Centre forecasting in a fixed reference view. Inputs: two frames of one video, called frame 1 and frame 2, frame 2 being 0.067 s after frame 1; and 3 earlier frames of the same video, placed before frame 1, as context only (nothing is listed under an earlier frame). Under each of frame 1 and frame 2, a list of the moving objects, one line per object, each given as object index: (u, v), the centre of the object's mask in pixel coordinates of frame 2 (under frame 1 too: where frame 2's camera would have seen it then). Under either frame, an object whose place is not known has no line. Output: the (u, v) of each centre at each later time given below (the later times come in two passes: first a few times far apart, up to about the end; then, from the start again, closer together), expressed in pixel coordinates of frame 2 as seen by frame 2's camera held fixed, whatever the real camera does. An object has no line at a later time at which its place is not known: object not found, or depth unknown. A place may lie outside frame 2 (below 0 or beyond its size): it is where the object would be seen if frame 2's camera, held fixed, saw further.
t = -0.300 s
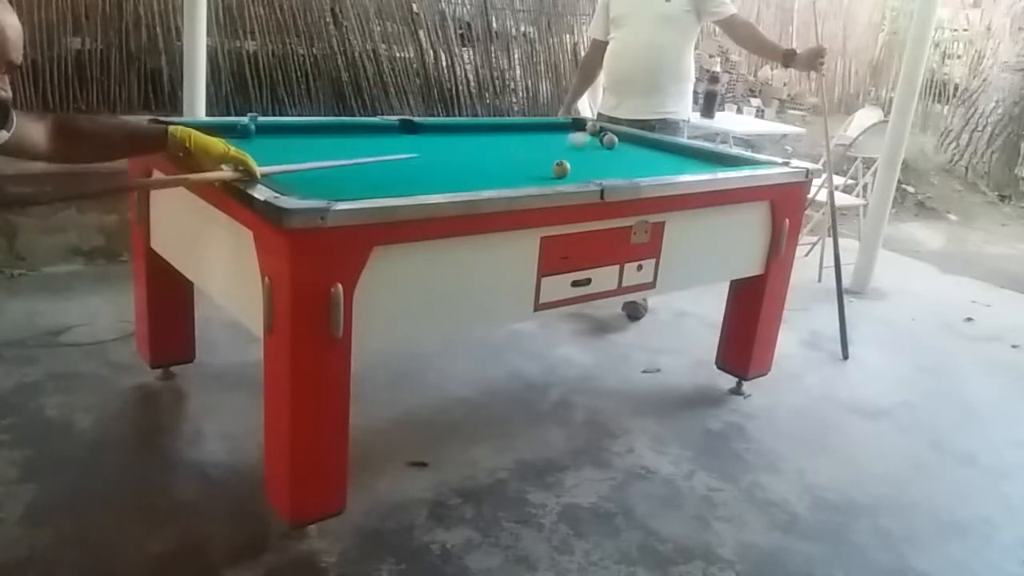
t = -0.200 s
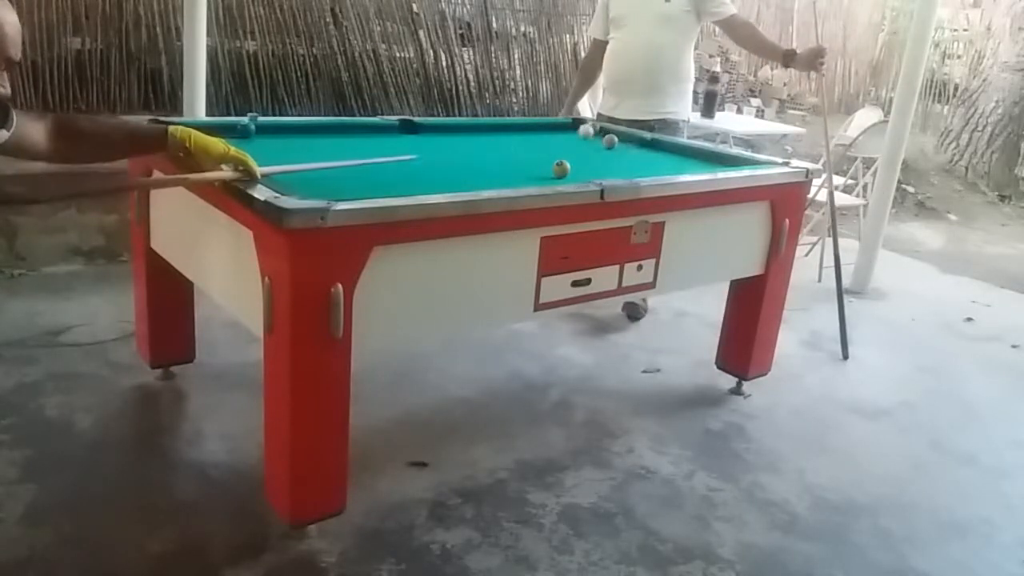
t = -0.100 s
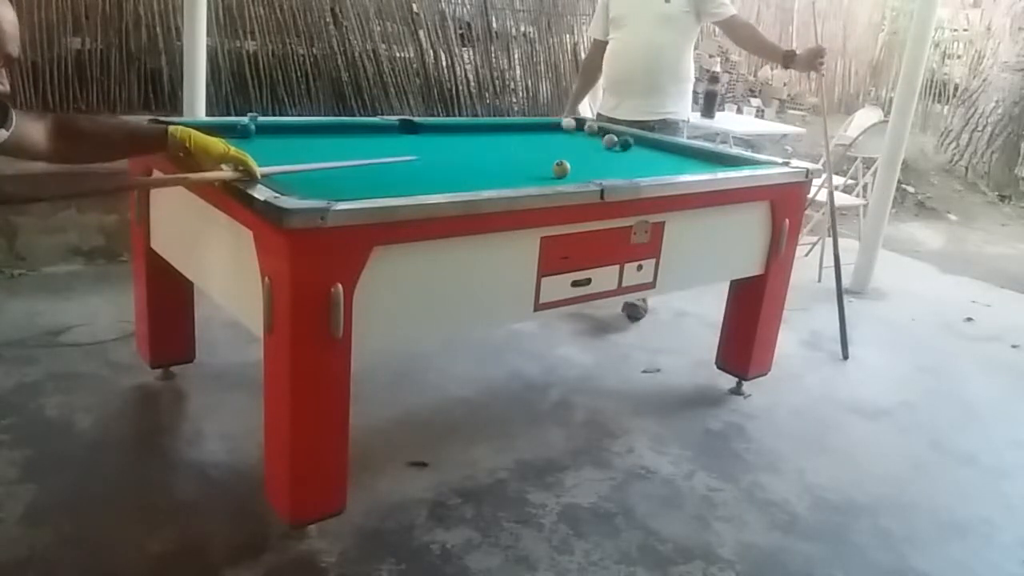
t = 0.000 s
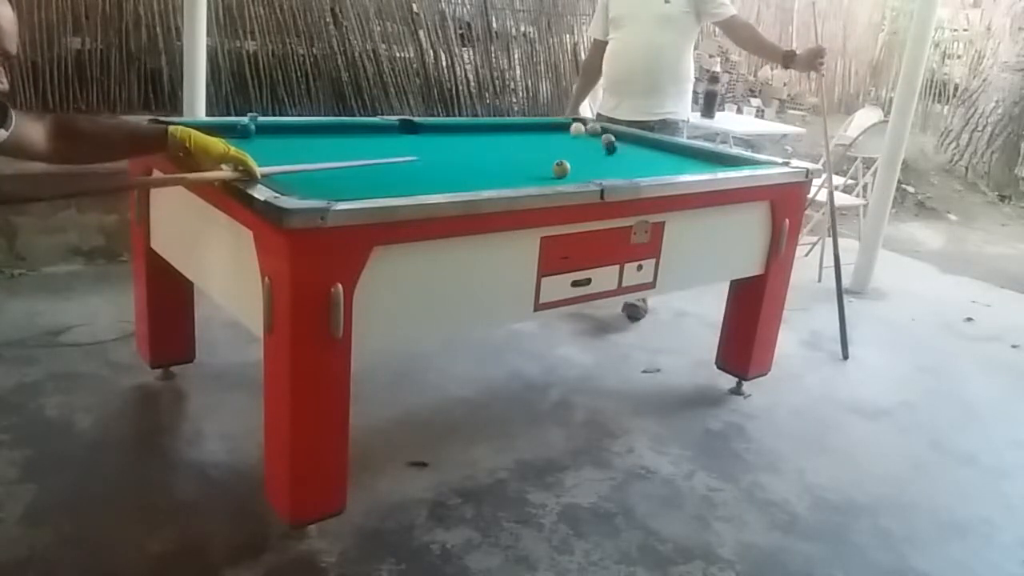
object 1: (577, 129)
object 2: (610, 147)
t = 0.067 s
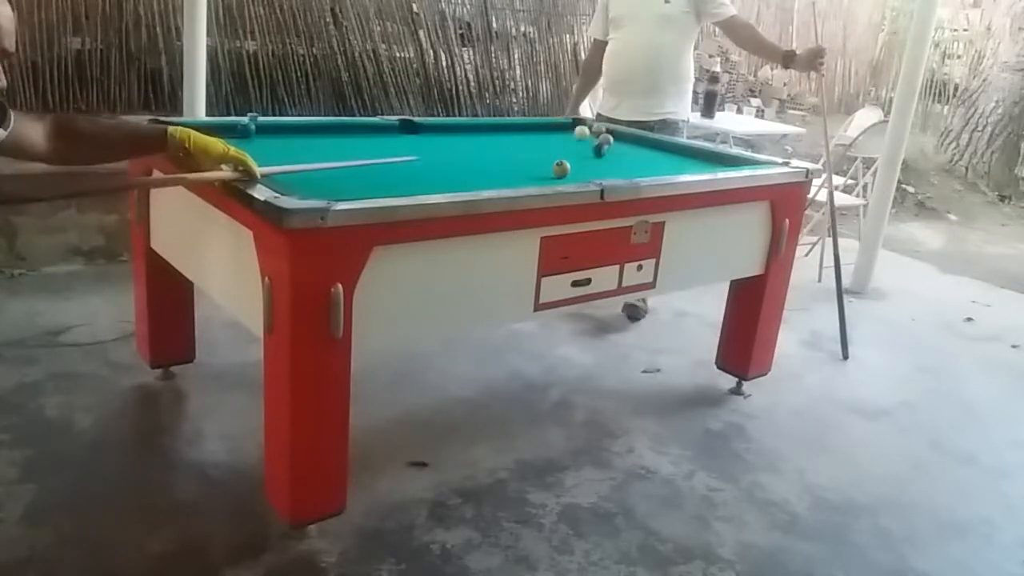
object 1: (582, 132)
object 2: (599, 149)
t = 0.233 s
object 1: (593, 137)
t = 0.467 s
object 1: (599, 140)
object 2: (525, 167)
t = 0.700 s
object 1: (605, 142)
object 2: (470, 177)
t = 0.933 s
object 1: (610, 144)
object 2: (405, 187)
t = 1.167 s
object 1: (615, 145)
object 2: (310, 191)
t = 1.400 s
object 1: (618, 147)
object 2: (347, 181)
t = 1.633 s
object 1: (621, 148)
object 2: (382, 171)
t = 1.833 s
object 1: (622, 149)
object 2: (408, 163)
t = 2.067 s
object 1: (623, 149)
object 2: (434, 156)
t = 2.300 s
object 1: (623, 148)
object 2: (457, 150)
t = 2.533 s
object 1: (626, 147)
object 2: (477, 145)
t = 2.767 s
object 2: (494, 139)
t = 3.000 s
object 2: (509, 135)
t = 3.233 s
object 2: (522, 132)
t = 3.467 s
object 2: (533, 128)
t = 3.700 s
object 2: (544, 127)
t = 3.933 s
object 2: (566, 127)
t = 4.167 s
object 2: (582, 129)
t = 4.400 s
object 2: (601, 130)
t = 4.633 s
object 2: (601, 131)
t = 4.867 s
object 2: (600, 133)
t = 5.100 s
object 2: (599, 134)
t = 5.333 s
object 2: (598, 136)
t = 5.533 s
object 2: (598, 137)
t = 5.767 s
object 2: (597, 137)
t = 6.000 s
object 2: (596, 138)
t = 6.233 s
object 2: (595, 139)
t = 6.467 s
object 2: (594, 139)
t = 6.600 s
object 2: (593, 139)
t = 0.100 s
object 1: (584, 134)
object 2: (594, 151)
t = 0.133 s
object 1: (588, 136)
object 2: (588, 153)
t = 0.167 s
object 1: (591, 137)
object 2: (584, 153)
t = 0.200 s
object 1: (592, 137)
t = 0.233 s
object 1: (593, 137)
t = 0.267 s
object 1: (594, 138)
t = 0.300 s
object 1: (595, 138)
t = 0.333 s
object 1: (596, 139)
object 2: (551, 160)
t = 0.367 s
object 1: (597, 139)
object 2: (545, 162)
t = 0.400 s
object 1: (597, 139)
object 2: (540, 163)
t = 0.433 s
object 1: (598, 139)
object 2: (532, 165)
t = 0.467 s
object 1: (599, 140)
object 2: (525, 167)
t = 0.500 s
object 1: (600, 140)
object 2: (518, 168)
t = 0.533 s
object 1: (601, 140)
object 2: (511, 170)
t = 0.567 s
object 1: (601, 141)
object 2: (502, 172)
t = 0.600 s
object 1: (602, 141)
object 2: (495, 173)
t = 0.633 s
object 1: (603, 141)
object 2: (487, 175)
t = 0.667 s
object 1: (604, 142)
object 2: (480, 176)
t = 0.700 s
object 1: (605, 142)
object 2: (470, 177)
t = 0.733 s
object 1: (606, 142)
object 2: (463, 179)
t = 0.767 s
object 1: (606, 143)
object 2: (453, 181)
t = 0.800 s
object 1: (607, 143)
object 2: (445, 182)
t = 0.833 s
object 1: (608, 143)
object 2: (434, 183)
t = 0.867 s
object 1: (609, 143)
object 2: (424, 184)
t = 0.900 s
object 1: (609, 144)
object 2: (413, 186)
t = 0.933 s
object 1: (610, 144)
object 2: (405, 187)
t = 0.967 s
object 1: (611, 144)
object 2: (393, 187)
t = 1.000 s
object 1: (611, 144)
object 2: (379, 187)
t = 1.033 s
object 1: (612, 144)
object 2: (365, 188)
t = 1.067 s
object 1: (613, 145)
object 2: (350, 188)
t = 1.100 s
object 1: (614, 145)
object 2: (338, 189)
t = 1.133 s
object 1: (614, 145)
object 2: (323, 191)
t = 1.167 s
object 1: (615, 145)
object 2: (310, 191)
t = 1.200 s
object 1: (615, 145)
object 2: (312, 189)
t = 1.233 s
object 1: (616, 146)
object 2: (318, 188)
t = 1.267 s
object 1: (616, 146)
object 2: (324, 187)
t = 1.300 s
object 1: (617, 146)
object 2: (329, 186)
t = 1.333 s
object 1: (617, 146)
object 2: (335, 184)
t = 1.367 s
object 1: (618, 147)
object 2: (341, 183)
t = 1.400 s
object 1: (618, 147)
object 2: (347, 181)
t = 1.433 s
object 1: (619, 147)
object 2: (353, 179)
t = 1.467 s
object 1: (619, 147)
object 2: (358, 178)
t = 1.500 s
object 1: (620, 147)
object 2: (363, 176)
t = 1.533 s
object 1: (620, 147)
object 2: (368, 175)
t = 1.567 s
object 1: (620, 148)
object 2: (373, 173)
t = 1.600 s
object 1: (620, 148)
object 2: (378, 172)
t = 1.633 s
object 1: (621, 148)
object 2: (382, 171)
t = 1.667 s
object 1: (621, 148)
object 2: (387, 170)
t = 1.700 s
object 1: (621, 148)
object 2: (392, 168)
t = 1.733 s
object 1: (621, 148)
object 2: (396, 167)
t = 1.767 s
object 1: (622, 148)
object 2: (400, 165)
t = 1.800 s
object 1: (622, 149)
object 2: (404, 164)
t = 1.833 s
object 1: (622, 149)
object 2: (408, 163)
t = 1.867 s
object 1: (622, 149)
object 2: (413, 162)
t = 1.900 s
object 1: (622, 149)
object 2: (416, 162)
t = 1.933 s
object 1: (623, 149)
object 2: (420, 160)
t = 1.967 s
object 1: (623, 149)
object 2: (424, 159)
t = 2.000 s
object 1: (623, 149)
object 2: (427, 158)
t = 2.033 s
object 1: (623, 149)
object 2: (431, 157)
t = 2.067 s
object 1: (623, 149)
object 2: (434, 156)
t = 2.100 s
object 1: (624, 149)
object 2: (438, 156)
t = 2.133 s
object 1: (623, 149)
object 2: (441, 155)
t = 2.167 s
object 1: (624, 149)
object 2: (444, 154)
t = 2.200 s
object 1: (624, 149)
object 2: (448, 152)
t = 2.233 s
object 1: (623, 149)
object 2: (451, 151)
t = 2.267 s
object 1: (623, 148)
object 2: (454, 151)
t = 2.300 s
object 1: (623, 148)
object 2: (457, 150)
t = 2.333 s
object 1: (623, 147)
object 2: (460, 149)
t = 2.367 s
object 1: (624, 146)
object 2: (463, 149)
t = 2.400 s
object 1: (624, 146)
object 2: (465, 148)
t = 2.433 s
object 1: (624, 146)
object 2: (468, 147)
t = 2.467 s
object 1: (625, 146)
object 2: (471, 146)
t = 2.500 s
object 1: (625, 146)
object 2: (474, 145)
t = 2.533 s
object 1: (626, 147)
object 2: (477, 145)
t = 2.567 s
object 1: (625, 149)
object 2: (479, 144)
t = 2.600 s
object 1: (625, 149)
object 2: (481, 143)
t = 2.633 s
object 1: (624, 149)
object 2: (484, 142)
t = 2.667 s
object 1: (624, 149)
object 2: (487, 142)
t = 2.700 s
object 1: (624, 149)
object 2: (489, 142)
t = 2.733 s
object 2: (492, 140)
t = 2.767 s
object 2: (494, 139)
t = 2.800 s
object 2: (496, 139)
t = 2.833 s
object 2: (498, 138)
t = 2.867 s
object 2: (500, 138)
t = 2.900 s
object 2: (503, 137)
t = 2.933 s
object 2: (505, 136)
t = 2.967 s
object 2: (506, 136)
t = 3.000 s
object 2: (509, 135)
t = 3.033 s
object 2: (511, 135)
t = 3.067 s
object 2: (513, 134)
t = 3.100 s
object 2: (514, 134)
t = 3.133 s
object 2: (517, 133)
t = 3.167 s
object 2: (518, 133)
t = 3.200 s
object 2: (520, 132)
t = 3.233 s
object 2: (522, 132)
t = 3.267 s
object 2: (524, 131)
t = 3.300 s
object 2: (525, 131)
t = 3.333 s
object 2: (526, 130)
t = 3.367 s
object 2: (528, 130)
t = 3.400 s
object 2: (530, 129)
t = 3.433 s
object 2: (530, 129)
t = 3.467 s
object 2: (533, 128)
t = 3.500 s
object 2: (534, 128)
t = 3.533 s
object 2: (534, 127)
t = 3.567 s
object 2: (536, 127)
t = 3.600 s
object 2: (537, 127)
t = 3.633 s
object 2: (538, 127)
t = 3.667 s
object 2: (539, 127)
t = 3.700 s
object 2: (544, 127)
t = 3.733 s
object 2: (546, 127)
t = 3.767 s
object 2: (550, 127)
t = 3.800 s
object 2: (553, 127)
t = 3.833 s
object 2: (556, 127)
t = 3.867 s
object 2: (560, 127)
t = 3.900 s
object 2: (564, 127)
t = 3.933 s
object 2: (566, 127)
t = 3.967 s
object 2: (567, 127)
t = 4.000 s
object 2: (570, 127)
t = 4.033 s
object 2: (573, 128)
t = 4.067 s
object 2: (576, 128)
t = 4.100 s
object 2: (579, 128)
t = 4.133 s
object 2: (581, 128)
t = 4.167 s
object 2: (582, 129)
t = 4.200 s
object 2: (585, 129)
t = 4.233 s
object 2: (588, 129)
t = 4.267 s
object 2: (591, 130)
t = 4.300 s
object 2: (594, 130)
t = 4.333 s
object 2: (595, 129)
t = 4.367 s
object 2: (598, 130)
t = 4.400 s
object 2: (601, 130)
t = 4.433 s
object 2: (601, 131)
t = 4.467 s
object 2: (601, 131)
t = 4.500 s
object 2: (601, 131)
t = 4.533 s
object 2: (601, 131)
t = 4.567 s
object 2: (601, 131)
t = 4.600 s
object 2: (601, 131)
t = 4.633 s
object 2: (601, 131)
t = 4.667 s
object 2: (601, 131)
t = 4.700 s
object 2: (601, 132)
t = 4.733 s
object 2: (601, 132)
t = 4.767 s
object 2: (601, 132)
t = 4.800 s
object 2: (600, 133)
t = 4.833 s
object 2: (600, 132)
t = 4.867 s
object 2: (600, 133)
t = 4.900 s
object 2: (600, 133)
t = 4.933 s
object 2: (600, 133)
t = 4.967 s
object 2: (600, 133)
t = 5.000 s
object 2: (600, 134)
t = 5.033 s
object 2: (600, 134)
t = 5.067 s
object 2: (599, 134)
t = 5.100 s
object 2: (599, 134)
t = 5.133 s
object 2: (599, 134)
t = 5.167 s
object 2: (599, 135)
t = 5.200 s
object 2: (599, 135)
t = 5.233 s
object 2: (599, 135)
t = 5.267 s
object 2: (599, 135)
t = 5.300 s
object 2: (598, 135)
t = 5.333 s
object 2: (598, 136)
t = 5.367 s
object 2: (598, 136)
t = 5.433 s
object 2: (598, 136)
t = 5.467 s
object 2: (598, 136)
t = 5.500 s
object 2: (598, 136)
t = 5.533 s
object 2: (598, 137)
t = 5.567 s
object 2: (597, 137)
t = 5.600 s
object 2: (597, 137)
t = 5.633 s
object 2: (597, 137)
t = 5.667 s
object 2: (597, 137)
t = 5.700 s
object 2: (597, 137)
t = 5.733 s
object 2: (597, 137)
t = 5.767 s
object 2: (597, 137)
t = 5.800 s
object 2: (597, 137)
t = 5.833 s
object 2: (596, 137)
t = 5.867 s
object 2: (596, 138)
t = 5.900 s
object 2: (596, 138)
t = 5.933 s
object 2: (596, 138)
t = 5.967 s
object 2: (596, 138)
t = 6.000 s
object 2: (596, 138)
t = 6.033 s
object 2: (595, 138)
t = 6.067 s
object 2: (595, 138)
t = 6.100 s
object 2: (595, 138)
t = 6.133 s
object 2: (595, 138)
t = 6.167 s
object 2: (594, 139)
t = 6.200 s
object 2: (595, 139)
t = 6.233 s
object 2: (595, 139)
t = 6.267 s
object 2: (594, 139)
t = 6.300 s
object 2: (594, 139)
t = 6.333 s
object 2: (594, 139)
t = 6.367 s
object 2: (594, 139)
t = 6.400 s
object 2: (594, 139)
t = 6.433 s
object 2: (594, 139)
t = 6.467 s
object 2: (594, 139)
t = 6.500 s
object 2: (594, 139)
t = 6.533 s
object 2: (594, 139)
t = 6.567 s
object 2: (594, 139)
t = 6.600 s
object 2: (593, 139)
